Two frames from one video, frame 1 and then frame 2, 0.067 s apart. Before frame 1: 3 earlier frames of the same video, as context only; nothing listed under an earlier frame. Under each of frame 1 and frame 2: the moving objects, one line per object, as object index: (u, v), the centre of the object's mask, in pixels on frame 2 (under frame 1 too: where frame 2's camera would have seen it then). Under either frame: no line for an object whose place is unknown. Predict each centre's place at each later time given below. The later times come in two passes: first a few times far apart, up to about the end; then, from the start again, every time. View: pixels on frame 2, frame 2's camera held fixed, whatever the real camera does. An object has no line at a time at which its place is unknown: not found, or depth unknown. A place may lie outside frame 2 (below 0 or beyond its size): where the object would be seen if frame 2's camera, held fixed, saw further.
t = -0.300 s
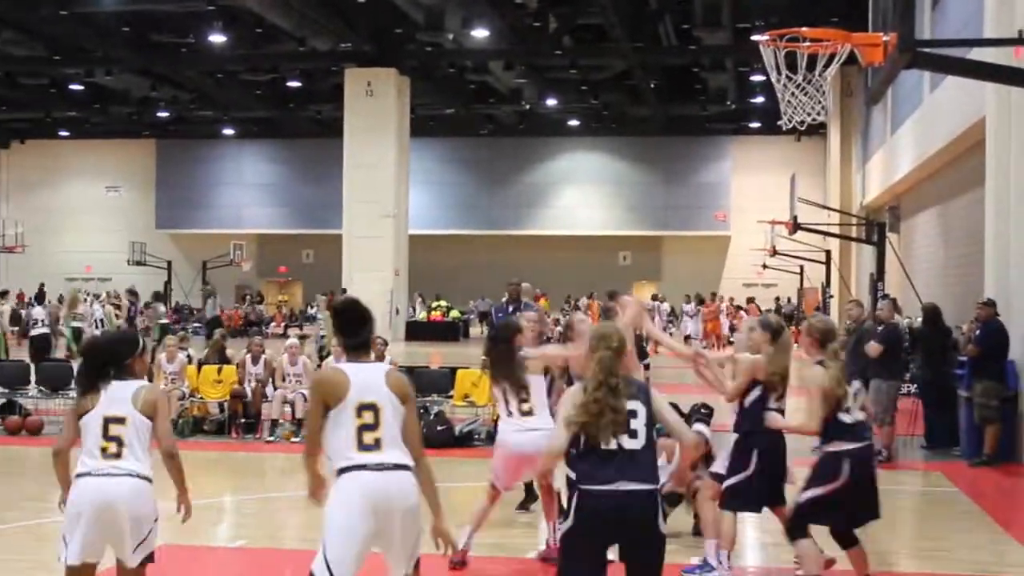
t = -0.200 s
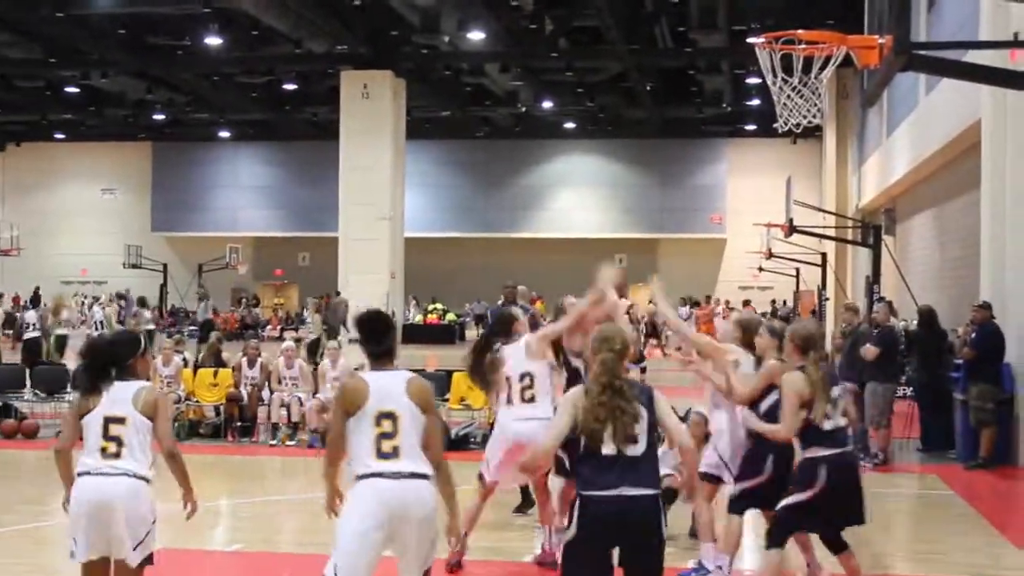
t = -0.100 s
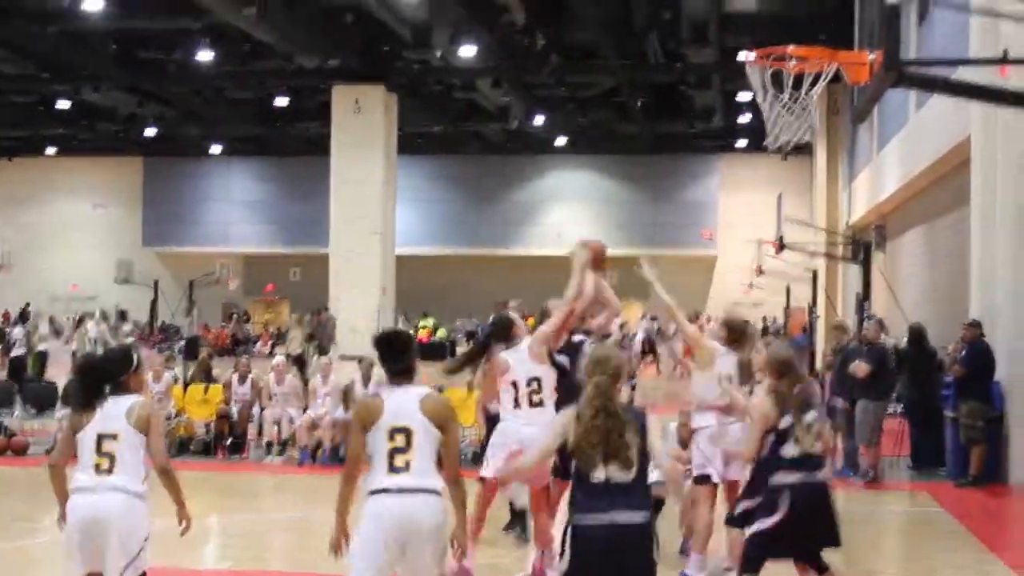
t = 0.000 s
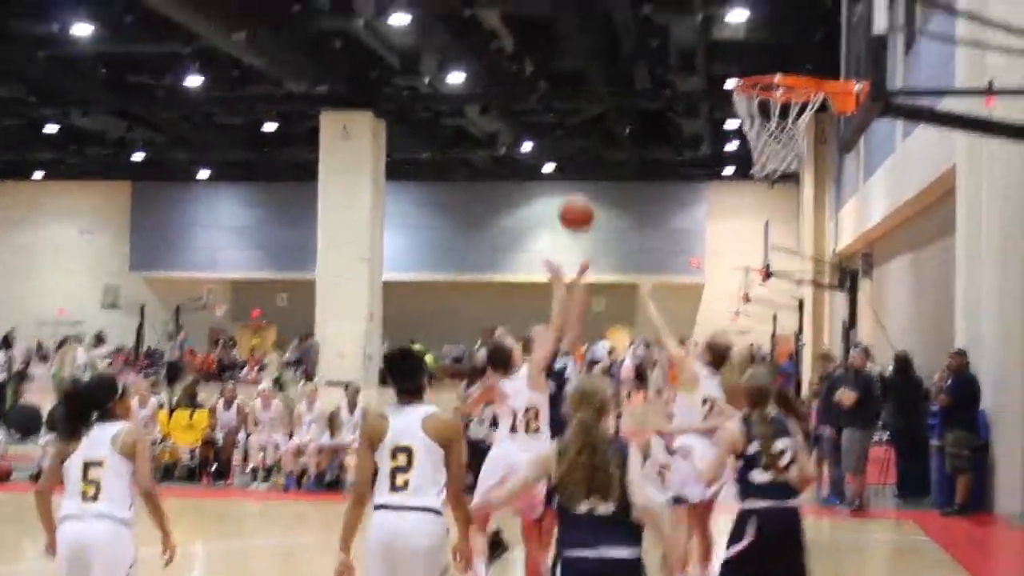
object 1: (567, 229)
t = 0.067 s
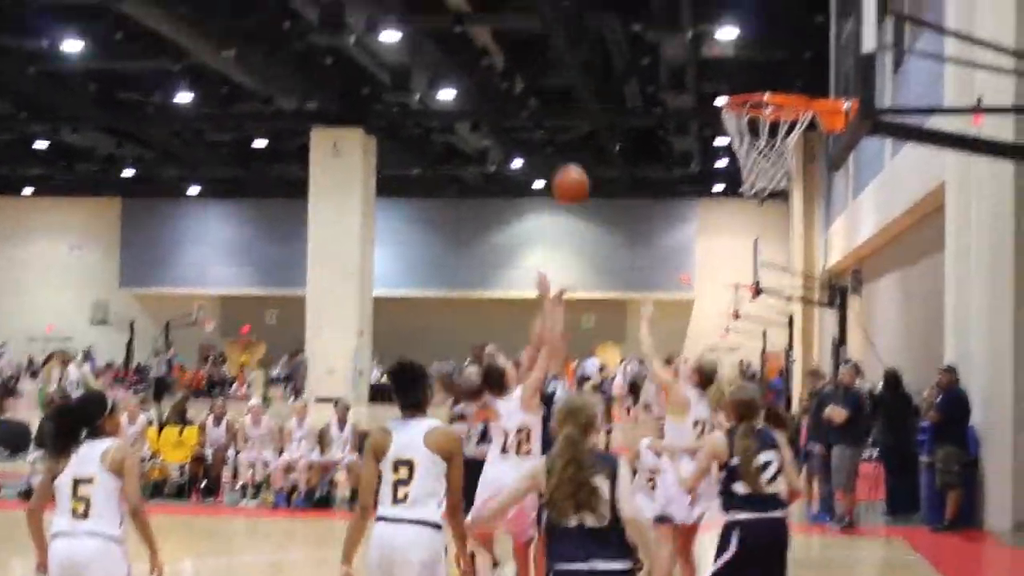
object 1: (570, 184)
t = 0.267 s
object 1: (583, 83)
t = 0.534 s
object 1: (598, 36)
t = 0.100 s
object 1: (573, 164)
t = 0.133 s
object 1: (575, 144)
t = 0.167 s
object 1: (578, 127)
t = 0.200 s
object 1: (580, 111)
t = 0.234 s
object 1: (581, 96)
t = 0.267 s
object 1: (583, 83)
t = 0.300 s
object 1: (585, 72)
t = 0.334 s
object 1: (587, 61)
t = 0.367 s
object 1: (590, 52)
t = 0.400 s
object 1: (591, 45)
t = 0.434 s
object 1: (592, 41)
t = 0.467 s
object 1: (596, 37)
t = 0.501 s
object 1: (598, 36)
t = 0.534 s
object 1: (598, 36)
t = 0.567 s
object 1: (601, 38)
